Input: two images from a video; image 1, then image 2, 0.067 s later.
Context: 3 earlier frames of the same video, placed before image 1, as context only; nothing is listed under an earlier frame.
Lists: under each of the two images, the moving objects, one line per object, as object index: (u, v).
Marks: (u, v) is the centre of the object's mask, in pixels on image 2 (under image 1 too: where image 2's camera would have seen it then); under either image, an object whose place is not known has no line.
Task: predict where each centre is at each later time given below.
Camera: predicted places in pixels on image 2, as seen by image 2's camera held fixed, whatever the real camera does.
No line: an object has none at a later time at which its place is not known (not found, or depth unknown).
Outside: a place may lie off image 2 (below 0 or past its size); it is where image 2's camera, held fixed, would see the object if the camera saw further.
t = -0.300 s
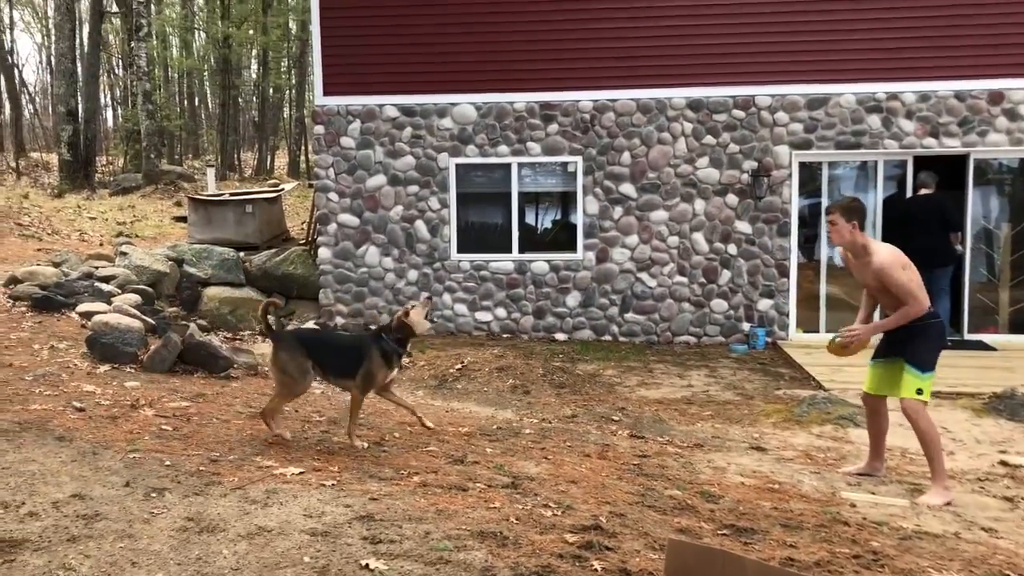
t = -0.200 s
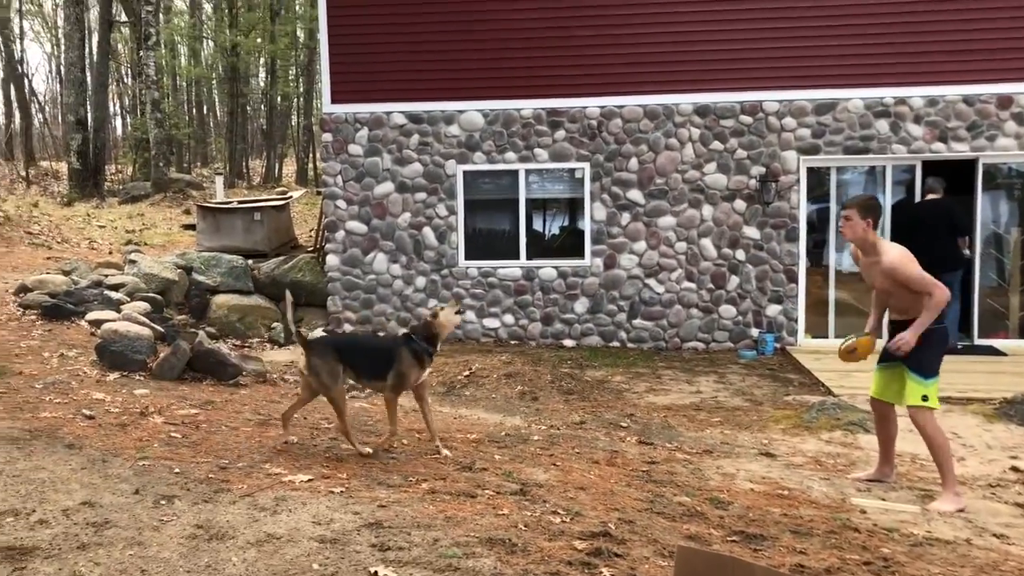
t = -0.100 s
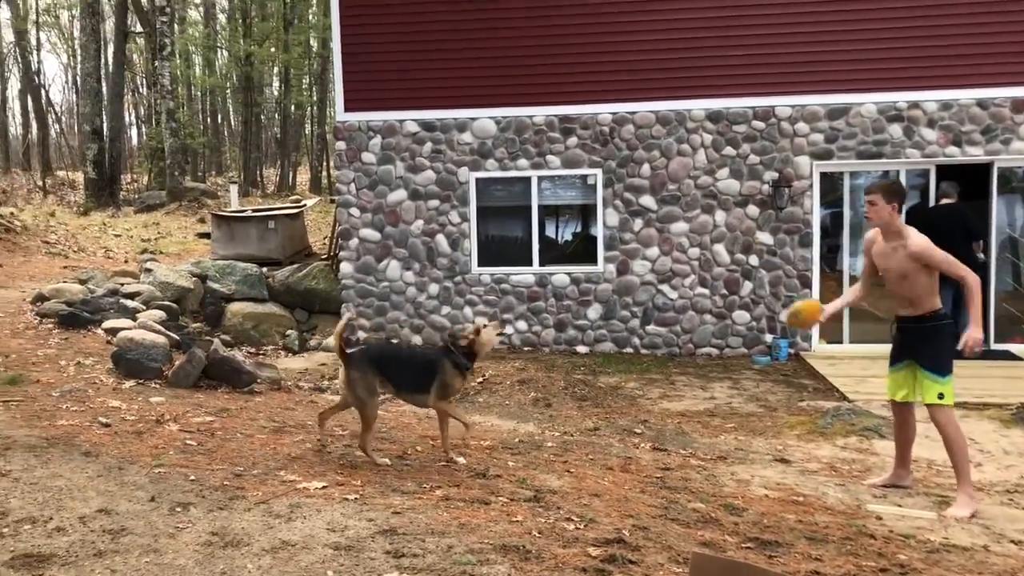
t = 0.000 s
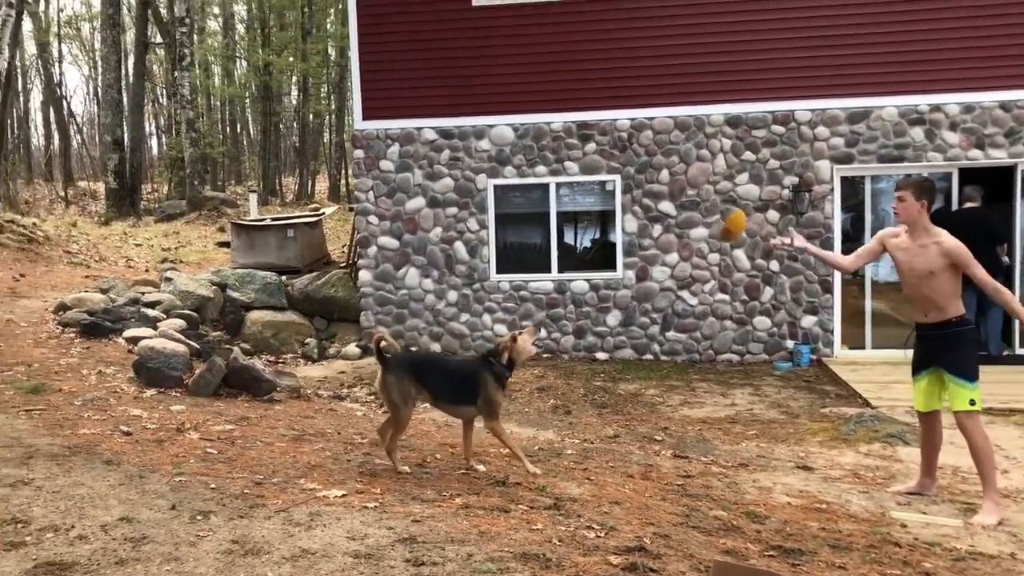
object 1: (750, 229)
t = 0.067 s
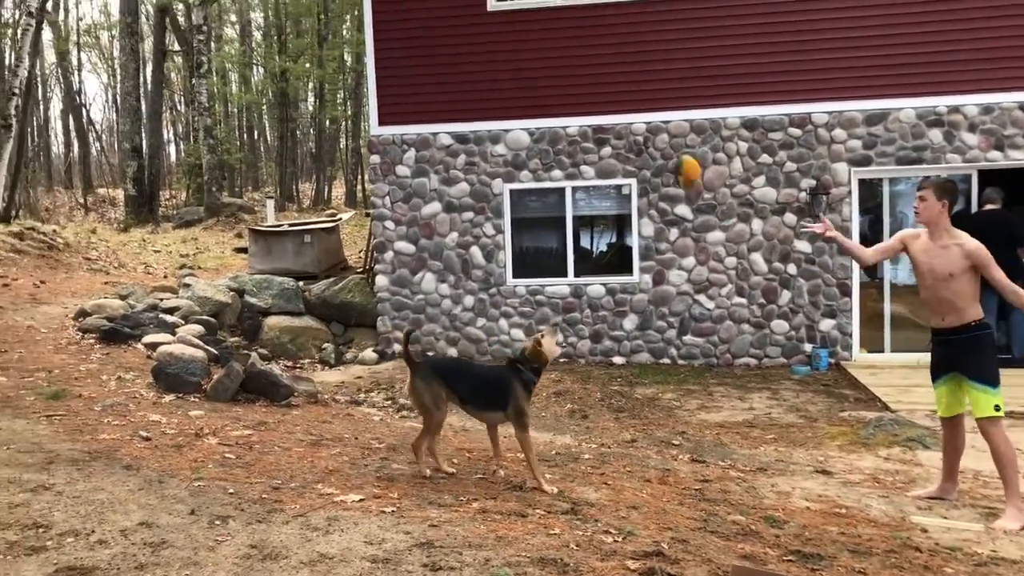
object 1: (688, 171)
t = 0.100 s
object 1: (657, 147)
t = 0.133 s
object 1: (626, 124)
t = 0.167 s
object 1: (596, 103)
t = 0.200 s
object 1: (566, 84)
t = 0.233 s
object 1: (536, 70)
